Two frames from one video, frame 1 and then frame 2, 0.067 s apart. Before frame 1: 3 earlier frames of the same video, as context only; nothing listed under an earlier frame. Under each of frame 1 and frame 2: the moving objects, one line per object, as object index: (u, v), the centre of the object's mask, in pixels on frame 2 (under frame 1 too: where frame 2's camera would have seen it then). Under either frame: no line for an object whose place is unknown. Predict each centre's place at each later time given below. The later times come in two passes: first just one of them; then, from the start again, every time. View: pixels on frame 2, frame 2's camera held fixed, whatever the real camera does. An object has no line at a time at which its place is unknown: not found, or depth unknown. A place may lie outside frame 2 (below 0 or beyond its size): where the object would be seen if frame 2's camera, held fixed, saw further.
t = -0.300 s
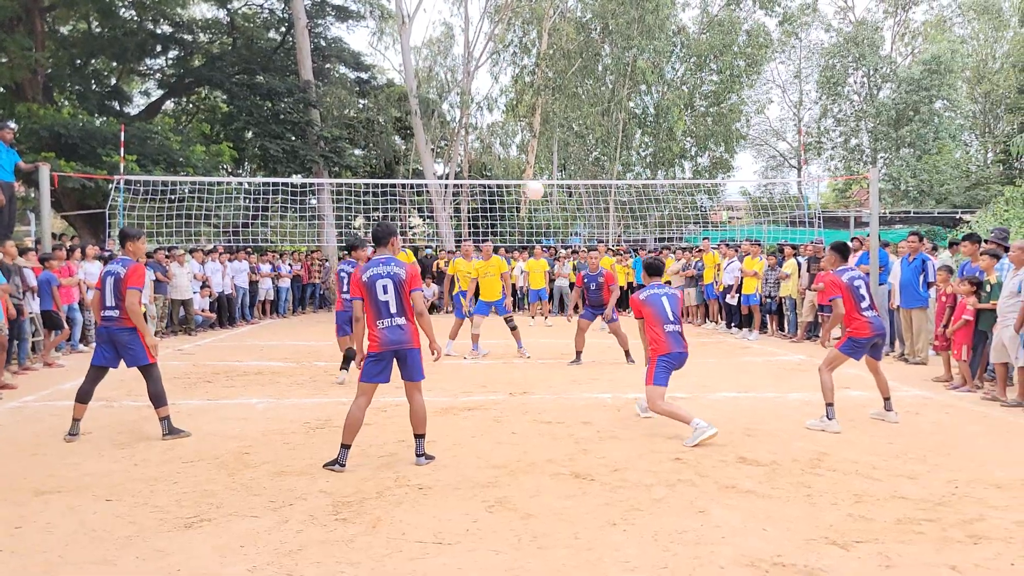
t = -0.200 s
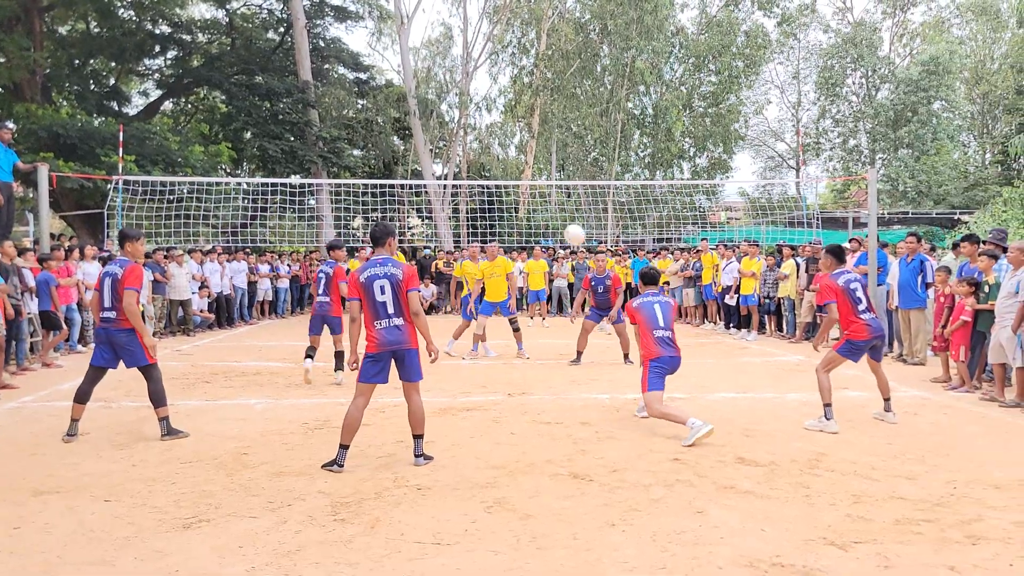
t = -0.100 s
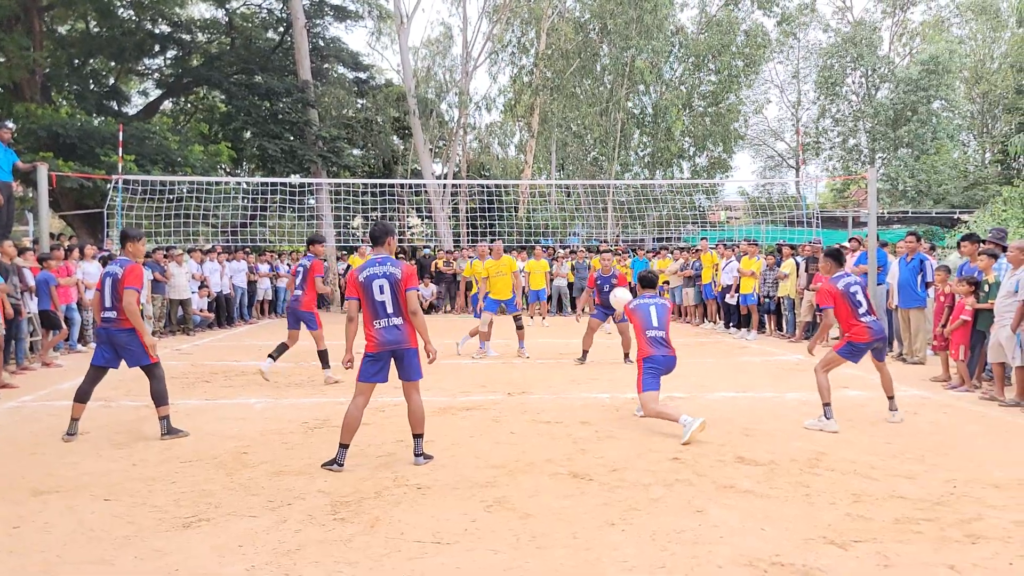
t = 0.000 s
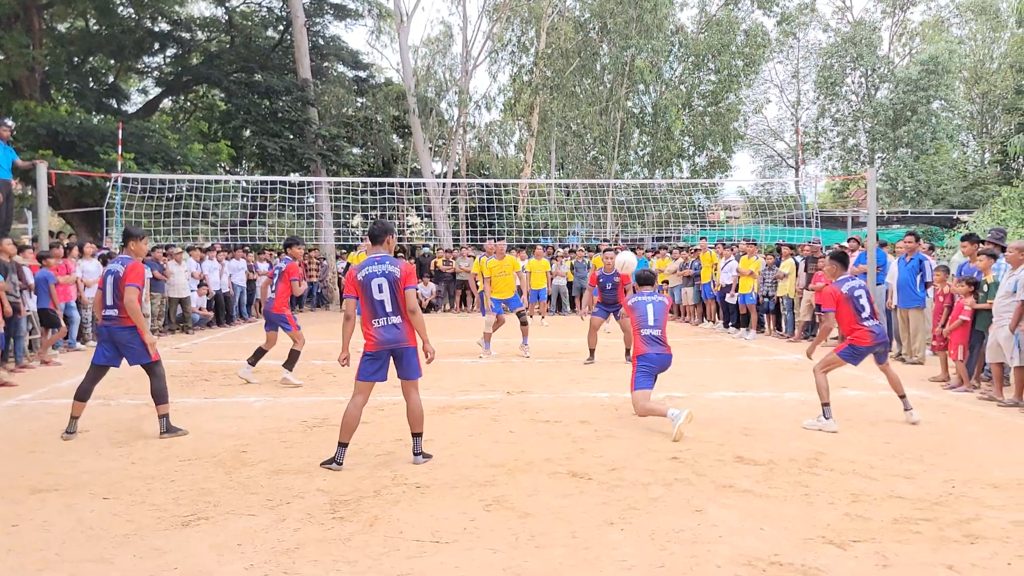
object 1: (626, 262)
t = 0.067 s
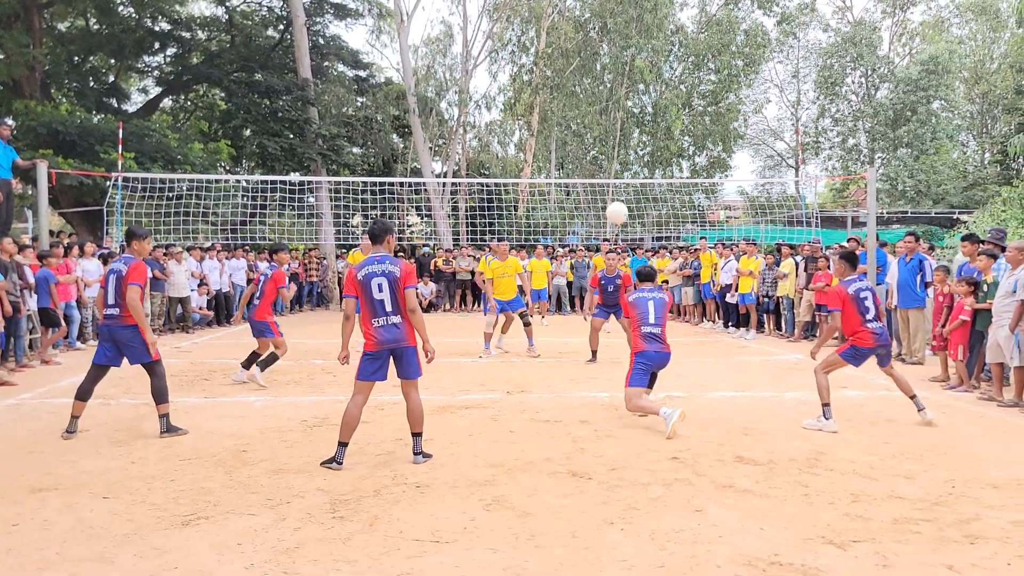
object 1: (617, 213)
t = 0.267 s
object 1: (593, 103)
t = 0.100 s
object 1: (613, 191)
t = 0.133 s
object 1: (608, 169)
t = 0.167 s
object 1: (604, 151)
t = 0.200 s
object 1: (600, 134)
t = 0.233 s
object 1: (596, 118)
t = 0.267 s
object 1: (593, 103)
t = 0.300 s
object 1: (589, 90)
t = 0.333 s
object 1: (585, 78)
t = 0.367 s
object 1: (582, 67)
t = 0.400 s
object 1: (579, 58)
